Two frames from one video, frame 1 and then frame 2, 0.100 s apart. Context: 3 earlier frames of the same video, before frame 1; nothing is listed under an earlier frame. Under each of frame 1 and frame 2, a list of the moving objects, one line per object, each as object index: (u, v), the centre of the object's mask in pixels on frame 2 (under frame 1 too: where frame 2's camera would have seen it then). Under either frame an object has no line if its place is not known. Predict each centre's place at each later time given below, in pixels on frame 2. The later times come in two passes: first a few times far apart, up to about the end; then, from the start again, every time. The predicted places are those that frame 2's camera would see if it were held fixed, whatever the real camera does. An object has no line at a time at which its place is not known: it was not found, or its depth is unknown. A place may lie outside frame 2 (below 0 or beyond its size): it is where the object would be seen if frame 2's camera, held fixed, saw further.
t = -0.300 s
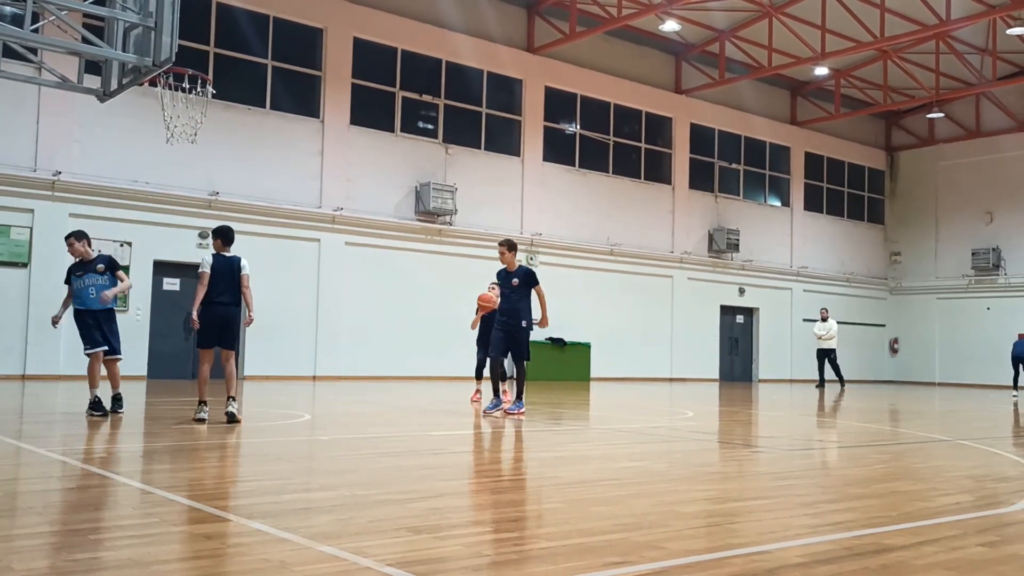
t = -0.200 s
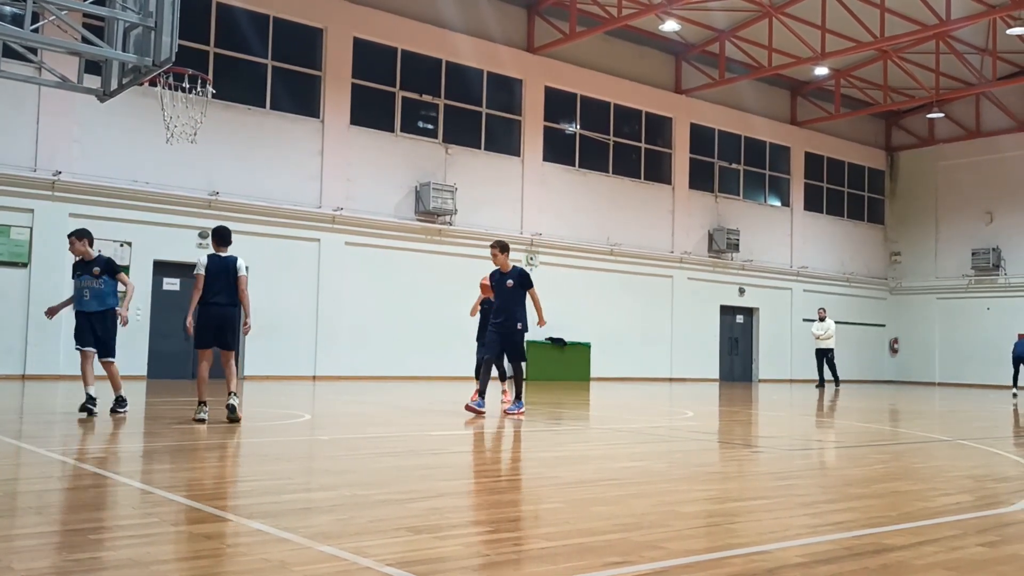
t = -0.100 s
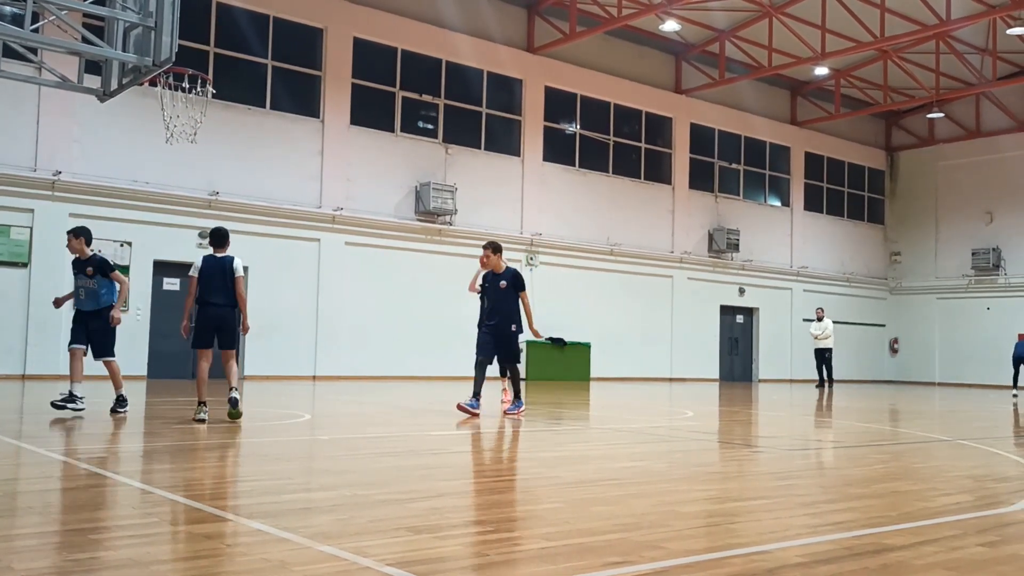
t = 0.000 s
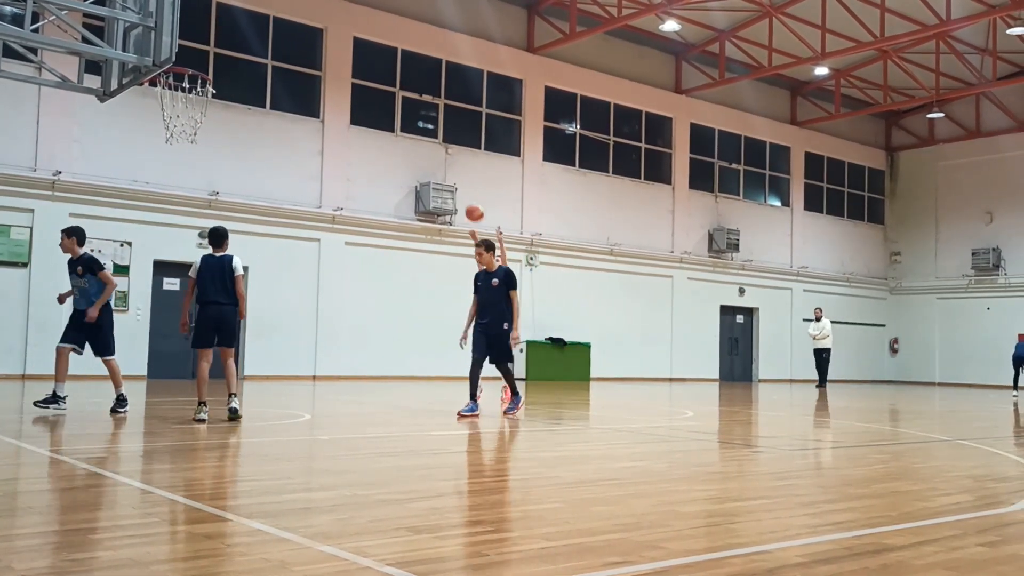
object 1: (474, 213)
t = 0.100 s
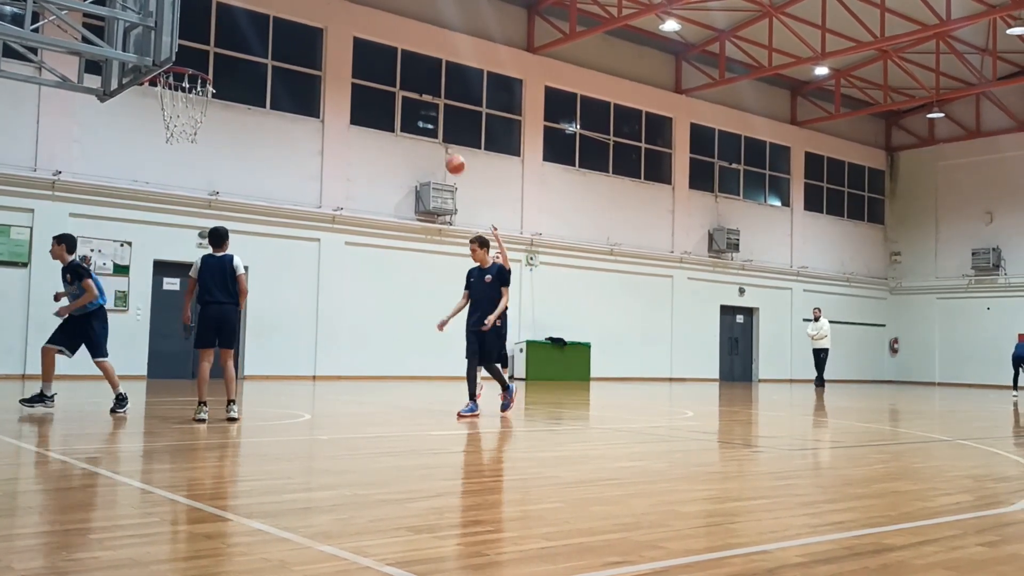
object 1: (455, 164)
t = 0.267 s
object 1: (420, 99)
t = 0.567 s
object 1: (348, 28)
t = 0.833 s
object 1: (272, 27)
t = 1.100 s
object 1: (200, 63)
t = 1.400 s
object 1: (184, 57)
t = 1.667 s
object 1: (179, 59)
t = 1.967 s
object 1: (187, 57)
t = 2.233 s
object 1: (196, 78)
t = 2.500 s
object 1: (187, 129)
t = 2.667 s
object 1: (178, 155)
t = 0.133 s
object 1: (449, 150)
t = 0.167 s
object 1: (442, 136)
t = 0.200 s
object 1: (435, 123)
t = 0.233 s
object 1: (428, 110)
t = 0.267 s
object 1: (420, 99)
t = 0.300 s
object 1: (413, 87)
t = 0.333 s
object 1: (406, 78)
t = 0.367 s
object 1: (398, 68)
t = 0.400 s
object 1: (390, 59)
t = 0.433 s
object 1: (382, 51)
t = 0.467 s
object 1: (374, 44)
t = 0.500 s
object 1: (365, 38)
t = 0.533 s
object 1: (357, 32)
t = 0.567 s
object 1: (348, 28)
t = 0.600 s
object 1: (339, 24)
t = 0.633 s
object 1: (331, 21)
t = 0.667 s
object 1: (321, 19)
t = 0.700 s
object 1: (312, 19)
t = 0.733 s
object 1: (302, 19)
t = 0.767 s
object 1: (292, 20)
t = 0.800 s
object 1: (282, 23)
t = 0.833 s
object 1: (272, 27)
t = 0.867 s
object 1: (261, 32)
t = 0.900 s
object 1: (251, 38)
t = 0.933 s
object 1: (240, 45)
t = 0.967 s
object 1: (228, 54)
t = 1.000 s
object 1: (217, 63)
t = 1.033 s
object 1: (205, 74)
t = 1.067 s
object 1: (203, 68)
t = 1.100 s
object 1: (200, 63)
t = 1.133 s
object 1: (198, 58)
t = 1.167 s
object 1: (196, 55)
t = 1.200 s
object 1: (193, 52)
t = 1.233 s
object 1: (191, 50)
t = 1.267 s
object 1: (190, 50)
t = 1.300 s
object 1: (188, 51)
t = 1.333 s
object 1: (187, 53)
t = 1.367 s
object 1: (185, 55)
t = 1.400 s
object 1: (184, 57)
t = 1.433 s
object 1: (181, 66)
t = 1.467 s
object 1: (180, 68)
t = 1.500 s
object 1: (180, 64)
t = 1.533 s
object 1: (181, 58)
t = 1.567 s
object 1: (180, 58)
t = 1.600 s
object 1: (180, 57)
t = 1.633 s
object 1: (179, 58)
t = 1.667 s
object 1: (179, 59)
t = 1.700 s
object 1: (179, 59)
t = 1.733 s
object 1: (180, 55)
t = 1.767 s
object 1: (181, 53)
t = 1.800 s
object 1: (182, 53)
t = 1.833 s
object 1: (183, 52)
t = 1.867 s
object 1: (184, 53)
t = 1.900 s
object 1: (185, 55)
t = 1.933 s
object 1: (186, 57)
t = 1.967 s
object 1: (187, 57)
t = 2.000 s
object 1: (188, 57)
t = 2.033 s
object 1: (189, 57)
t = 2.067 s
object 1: (190, 59)
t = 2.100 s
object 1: (193, 61)
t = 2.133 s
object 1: (195, 66)
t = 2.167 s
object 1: (196, 70)
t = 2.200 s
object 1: (196, 73)
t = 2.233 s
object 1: (196, 78)
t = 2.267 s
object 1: (194, 85)
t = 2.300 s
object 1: (193, 91)
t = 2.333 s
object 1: (192, 99)
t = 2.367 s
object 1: (192, 108)
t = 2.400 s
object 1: (191, 115)
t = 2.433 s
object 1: (190, 120)
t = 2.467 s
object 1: (189, 125)
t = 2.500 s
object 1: (187, 129)
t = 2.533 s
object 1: (184, 132)
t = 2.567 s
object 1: (184, 136)
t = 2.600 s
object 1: (182, 141)
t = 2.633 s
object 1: (180, 148)
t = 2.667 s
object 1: (178, 155)
